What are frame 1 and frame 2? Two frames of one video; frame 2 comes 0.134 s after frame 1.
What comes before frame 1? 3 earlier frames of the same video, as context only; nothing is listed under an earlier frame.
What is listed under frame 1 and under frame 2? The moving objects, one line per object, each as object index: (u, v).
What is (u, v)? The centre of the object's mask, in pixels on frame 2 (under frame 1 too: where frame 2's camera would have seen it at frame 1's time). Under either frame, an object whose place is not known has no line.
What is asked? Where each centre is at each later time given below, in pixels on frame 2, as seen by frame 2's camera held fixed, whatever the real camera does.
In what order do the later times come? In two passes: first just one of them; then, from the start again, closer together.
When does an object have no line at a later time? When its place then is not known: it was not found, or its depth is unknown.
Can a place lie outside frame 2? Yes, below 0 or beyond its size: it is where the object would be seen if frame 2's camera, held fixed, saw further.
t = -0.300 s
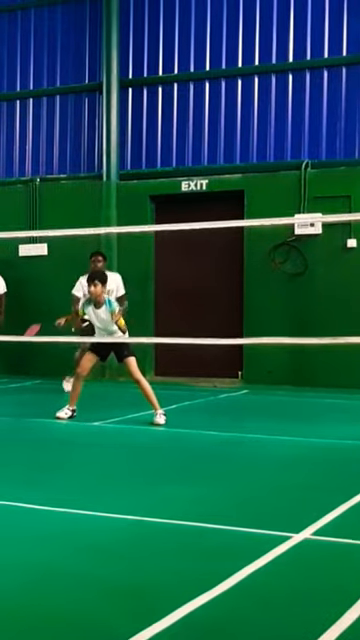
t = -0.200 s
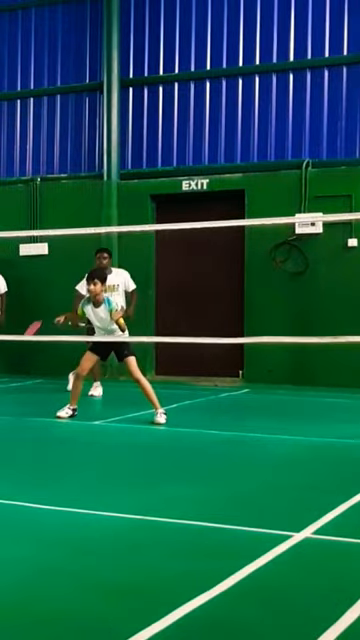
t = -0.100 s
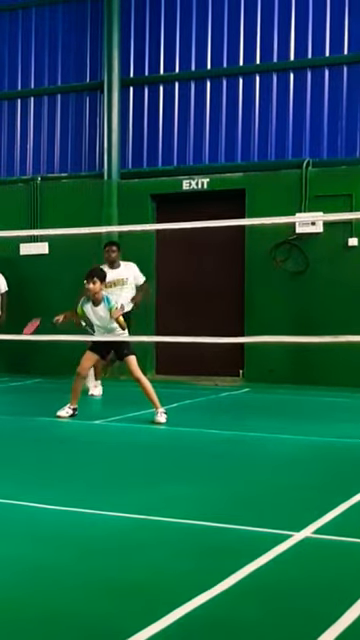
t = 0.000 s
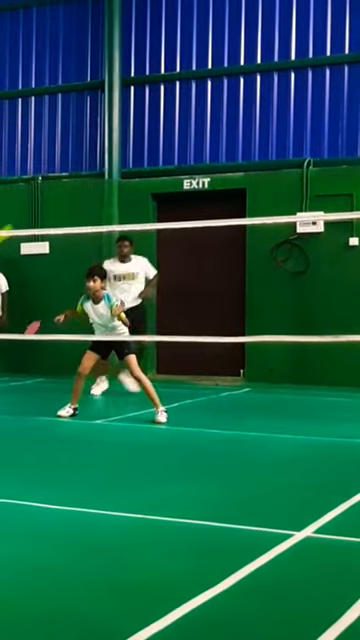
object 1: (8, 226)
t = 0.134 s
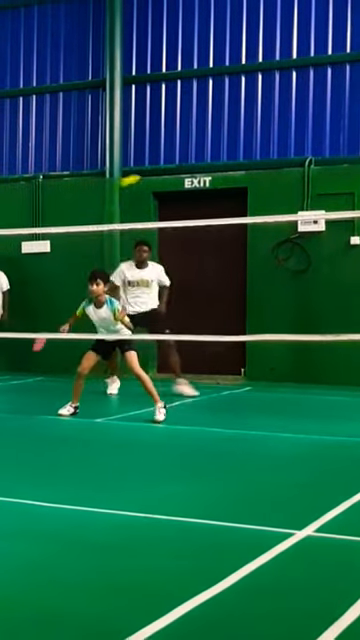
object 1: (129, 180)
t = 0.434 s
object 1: (280, 181)
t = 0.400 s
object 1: (269, 175)
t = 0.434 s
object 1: (280, 181)
